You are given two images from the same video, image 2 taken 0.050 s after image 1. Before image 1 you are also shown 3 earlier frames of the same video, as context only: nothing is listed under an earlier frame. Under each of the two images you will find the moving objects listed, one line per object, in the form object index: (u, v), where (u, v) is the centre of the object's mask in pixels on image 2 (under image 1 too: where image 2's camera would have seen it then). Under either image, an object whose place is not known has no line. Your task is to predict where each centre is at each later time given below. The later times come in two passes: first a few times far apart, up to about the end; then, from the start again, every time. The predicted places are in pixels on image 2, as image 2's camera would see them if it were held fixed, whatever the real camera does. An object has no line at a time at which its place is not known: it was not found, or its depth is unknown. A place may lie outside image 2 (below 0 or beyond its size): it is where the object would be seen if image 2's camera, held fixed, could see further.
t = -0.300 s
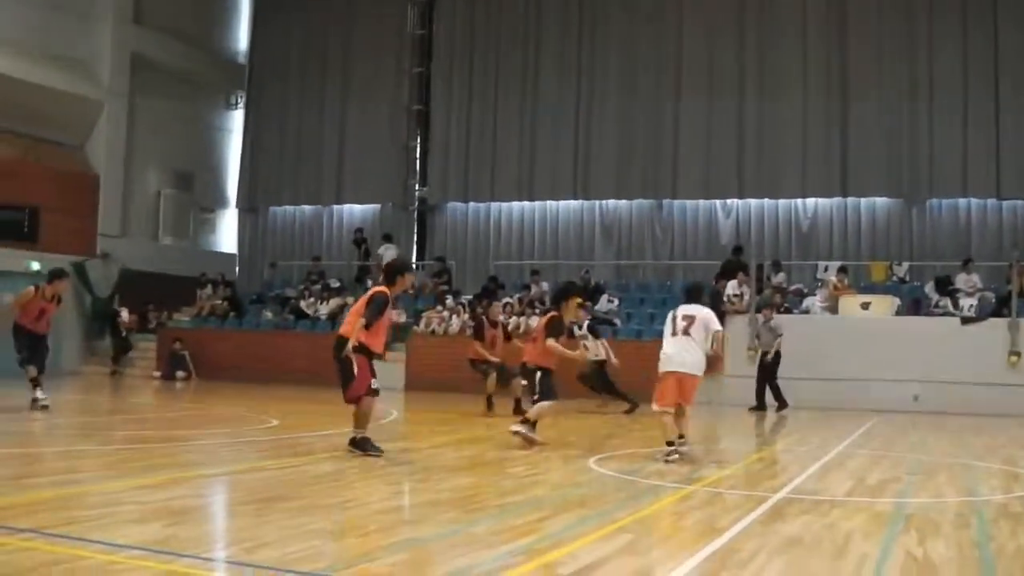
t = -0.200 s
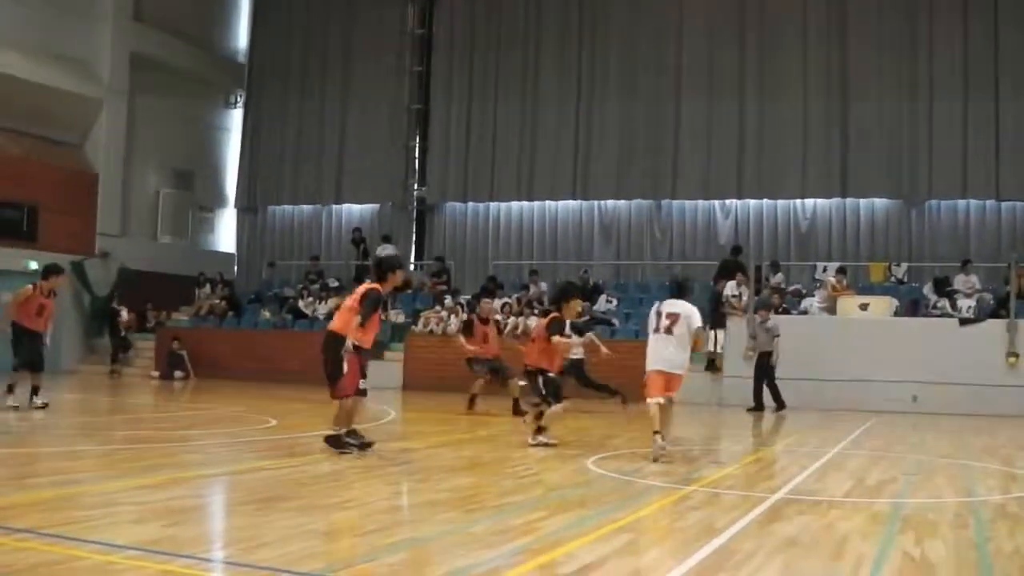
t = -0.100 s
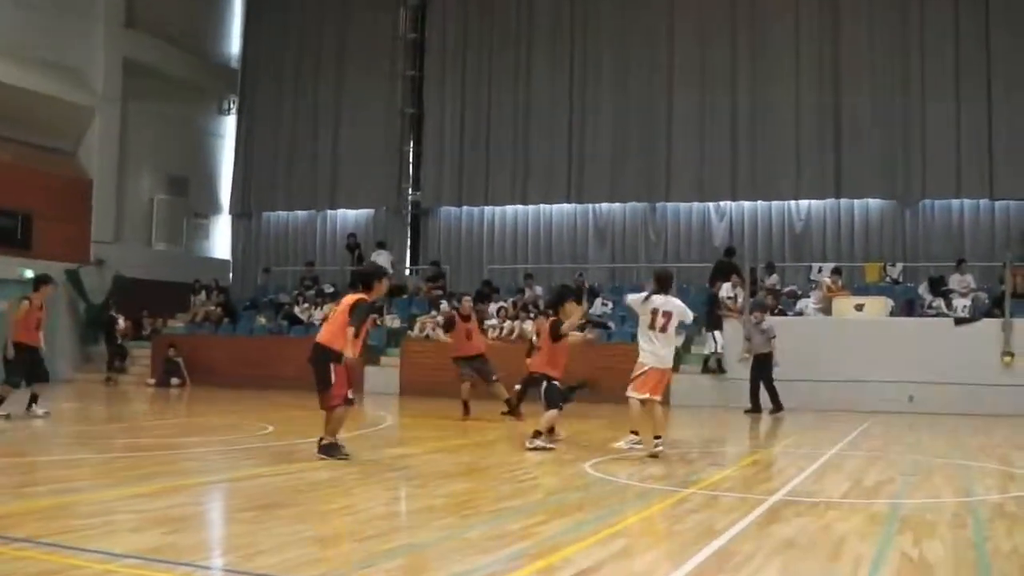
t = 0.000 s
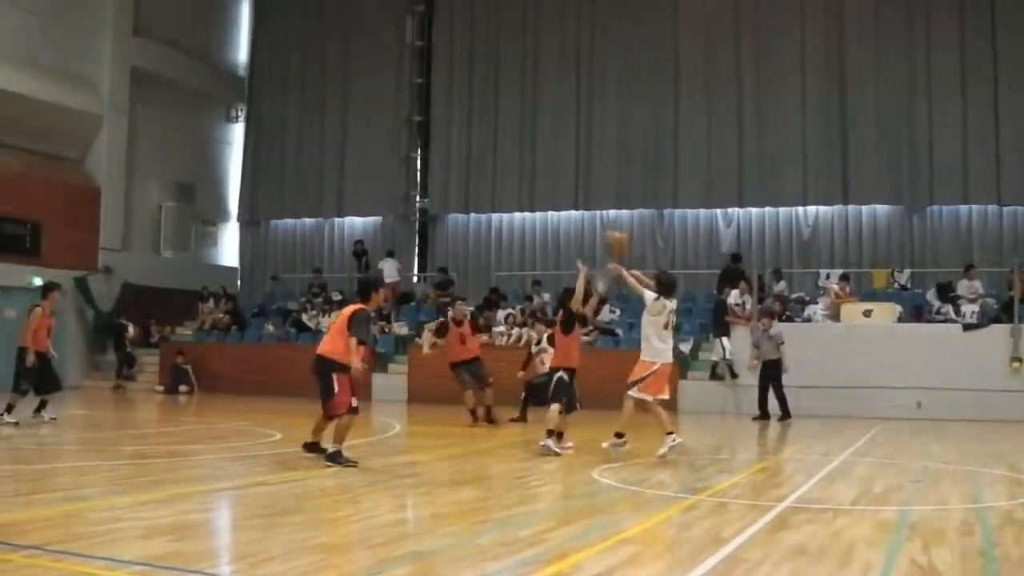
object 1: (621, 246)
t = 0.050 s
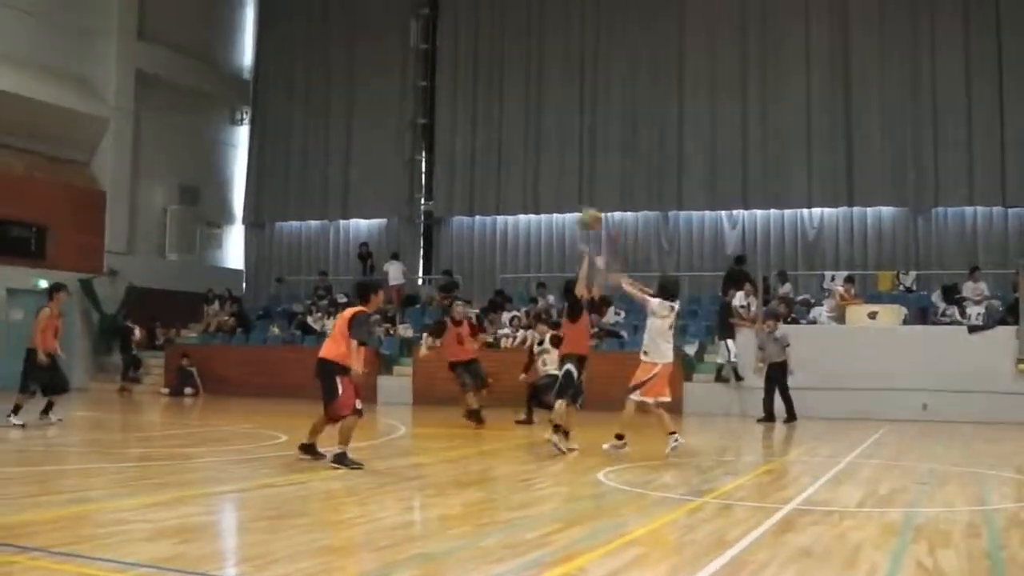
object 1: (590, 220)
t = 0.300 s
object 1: (474, 152)
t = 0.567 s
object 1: (363, 143)
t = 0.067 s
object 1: (581, 212)
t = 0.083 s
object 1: (572, 206)
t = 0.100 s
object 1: (562, 196)
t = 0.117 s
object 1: (555, 193)
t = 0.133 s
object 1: (545, 190)
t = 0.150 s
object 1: (538, 186)
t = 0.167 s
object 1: (528, 178)
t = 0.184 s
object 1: (522, 176)
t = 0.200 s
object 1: (513, 168)
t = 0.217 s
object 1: (504, 161)
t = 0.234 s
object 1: (497, 160)
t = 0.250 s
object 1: (488, 159)
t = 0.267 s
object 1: (484, 156)
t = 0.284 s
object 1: (479, 154)
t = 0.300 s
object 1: (474, 152)
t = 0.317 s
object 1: (459, 145)
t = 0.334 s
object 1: (453, 145)
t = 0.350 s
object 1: (444, 144)
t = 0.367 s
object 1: (436, 143)
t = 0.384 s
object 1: (432, 142)
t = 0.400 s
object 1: (424, 140)
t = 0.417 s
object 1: (417, 139)
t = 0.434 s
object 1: (413, 142)
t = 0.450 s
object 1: (405, 140)
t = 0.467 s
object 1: (398, 138)
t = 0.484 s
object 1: (392, 140)
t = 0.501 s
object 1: (384, 140)
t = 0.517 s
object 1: (379, 140)
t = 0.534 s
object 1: (373, 140)
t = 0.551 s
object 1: (368, 142)
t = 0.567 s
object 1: (363, 143)
